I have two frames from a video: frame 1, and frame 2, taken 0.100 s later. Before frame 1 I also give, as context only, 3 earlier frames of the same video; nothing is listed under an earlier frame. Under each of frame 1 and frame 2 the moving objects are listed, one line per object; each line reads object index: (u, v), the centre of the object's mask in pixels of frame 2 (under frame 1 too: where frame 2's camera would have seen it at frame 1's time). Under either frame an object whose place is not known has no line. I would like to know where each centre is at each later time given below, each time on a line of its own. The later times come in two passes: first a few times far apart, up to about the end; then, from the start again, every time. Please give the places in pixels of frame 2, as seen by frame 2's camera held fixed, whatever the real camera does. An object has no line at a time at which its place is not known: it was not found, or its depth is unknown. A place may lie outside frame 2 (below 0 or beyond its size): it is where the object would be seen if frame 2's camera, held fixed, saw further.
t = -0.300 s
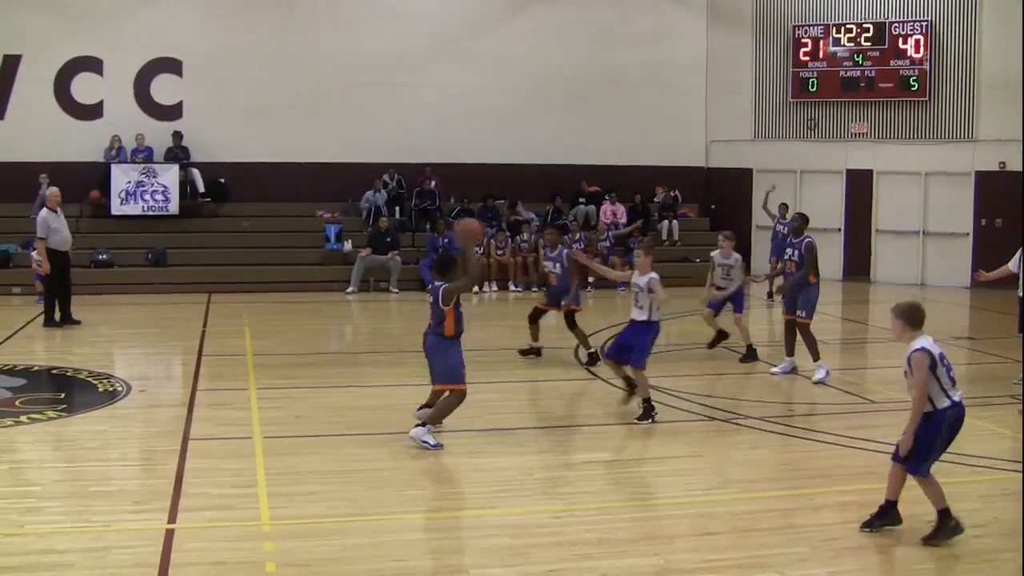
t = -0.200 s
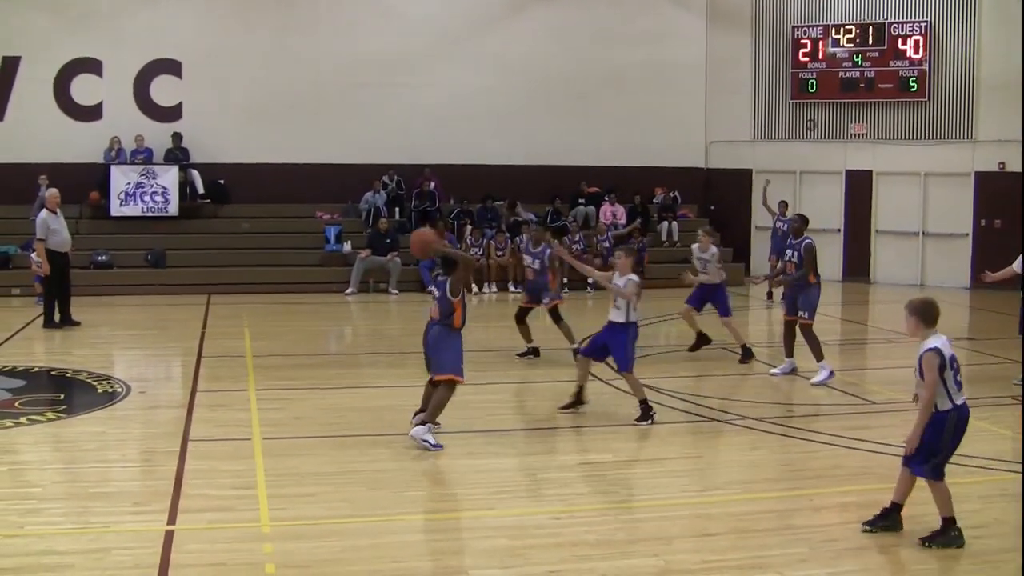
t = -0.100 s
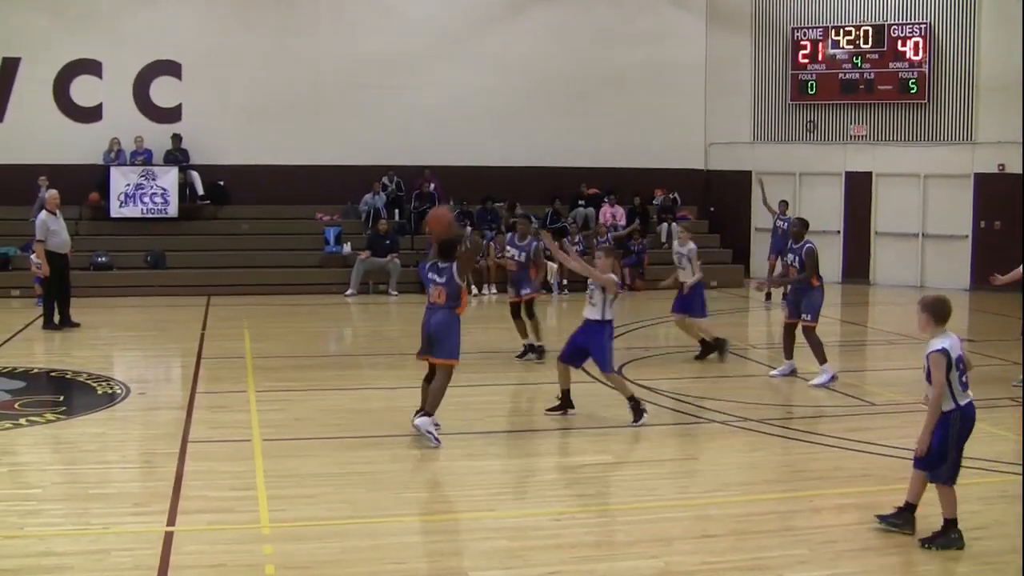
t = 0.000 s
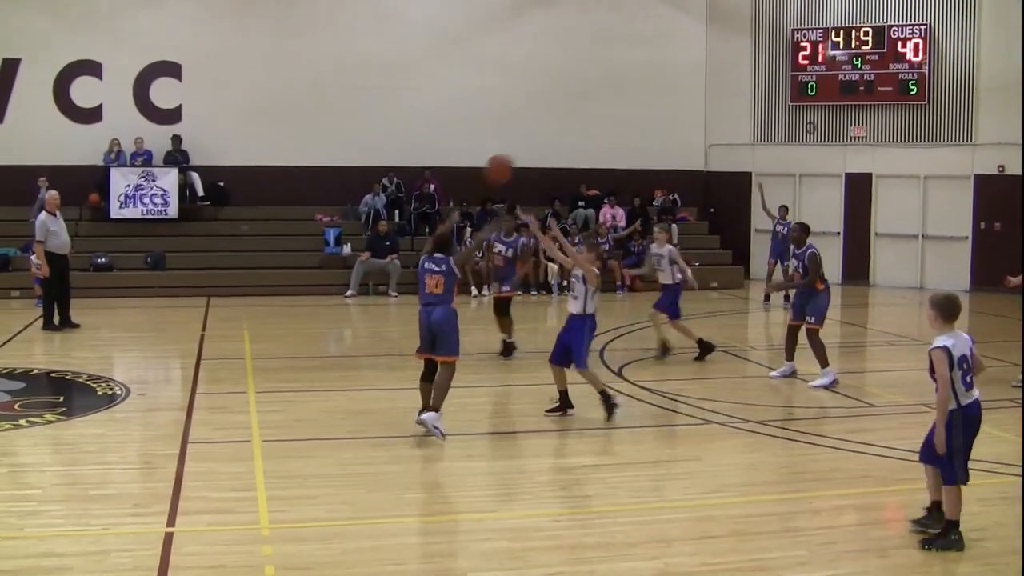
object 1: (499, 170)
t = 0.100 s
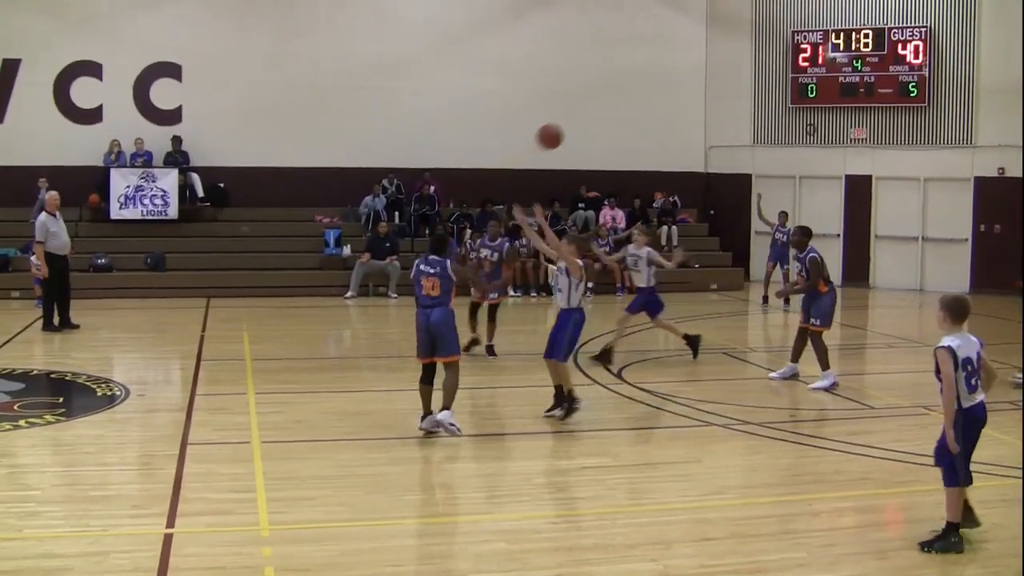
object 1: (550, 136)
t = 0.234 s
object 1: (603, 115)
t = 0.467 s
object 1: (670, 120)
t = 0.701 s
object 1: (715, 159)
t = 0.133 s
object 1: (564, 129)
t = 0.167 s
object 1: (578, 123)
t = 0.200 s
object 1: (591, 118)
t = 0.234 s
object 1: (603, 115)
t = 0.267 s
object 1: (614, 113)
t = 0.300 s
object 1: (625, 112)
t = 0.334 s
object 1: (635, 112)
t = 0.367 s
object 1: (644, 112)
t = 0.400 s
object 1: (653, 114)
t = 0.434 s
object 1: (662, 117)
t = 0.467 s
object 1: (670, 120)
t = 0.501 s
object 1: (678, 124)
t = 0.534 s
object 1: (685, 128)
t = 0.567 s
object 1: (692, 133)
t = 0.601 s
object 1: (699, 139)
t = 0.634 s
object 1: (705, 145)
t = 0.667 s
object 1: (711, 152)
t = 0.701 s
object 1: (715, 159)
